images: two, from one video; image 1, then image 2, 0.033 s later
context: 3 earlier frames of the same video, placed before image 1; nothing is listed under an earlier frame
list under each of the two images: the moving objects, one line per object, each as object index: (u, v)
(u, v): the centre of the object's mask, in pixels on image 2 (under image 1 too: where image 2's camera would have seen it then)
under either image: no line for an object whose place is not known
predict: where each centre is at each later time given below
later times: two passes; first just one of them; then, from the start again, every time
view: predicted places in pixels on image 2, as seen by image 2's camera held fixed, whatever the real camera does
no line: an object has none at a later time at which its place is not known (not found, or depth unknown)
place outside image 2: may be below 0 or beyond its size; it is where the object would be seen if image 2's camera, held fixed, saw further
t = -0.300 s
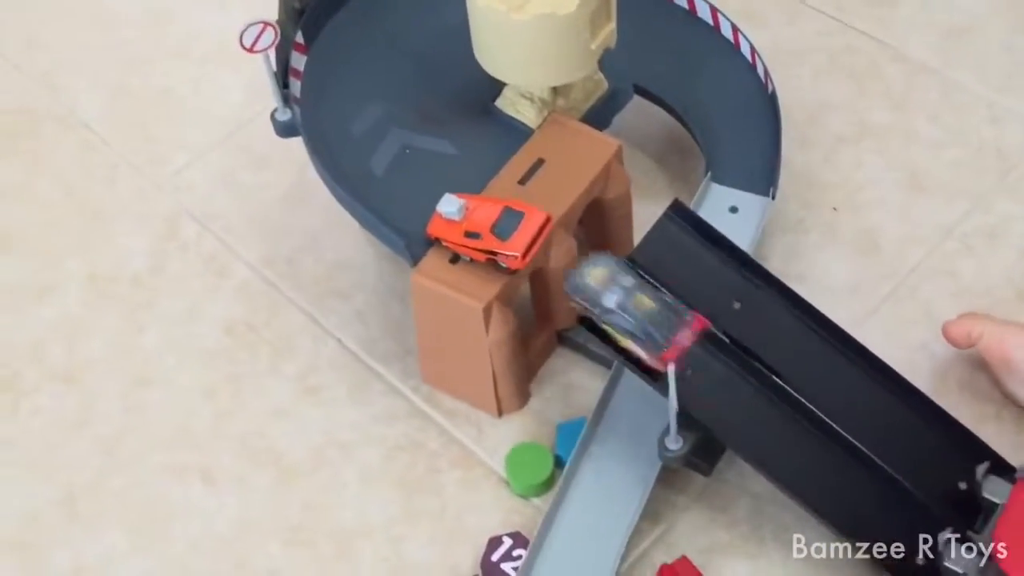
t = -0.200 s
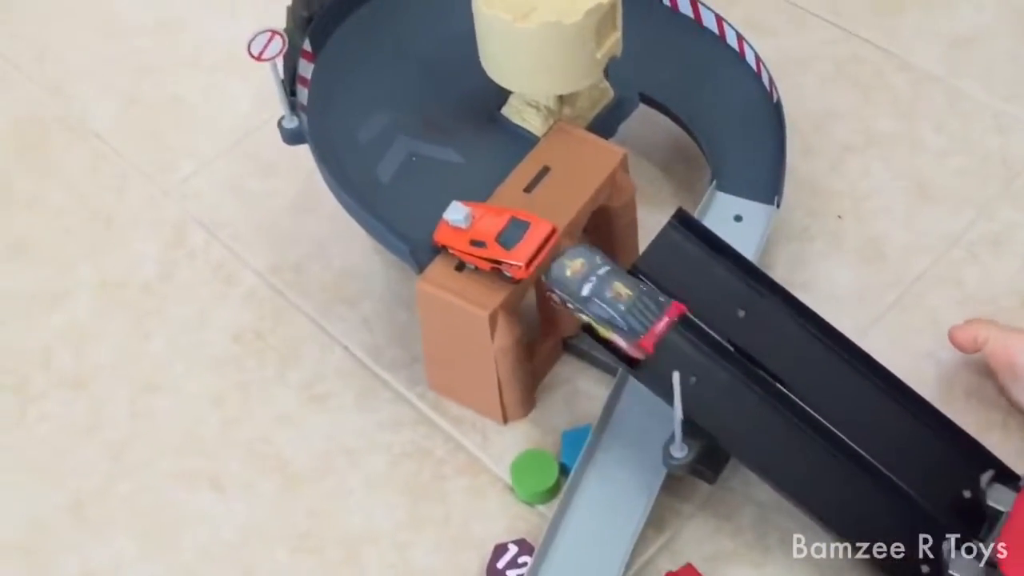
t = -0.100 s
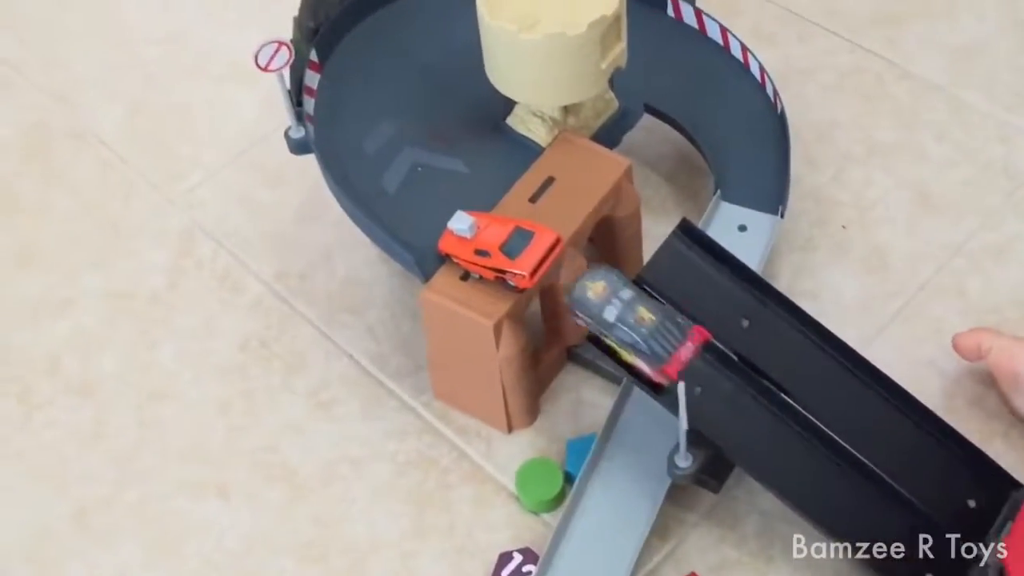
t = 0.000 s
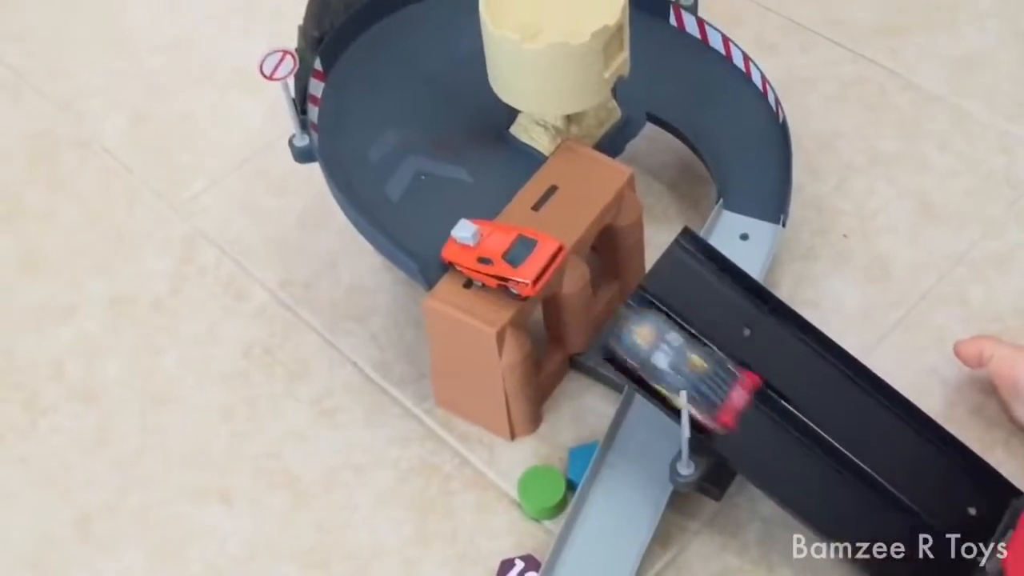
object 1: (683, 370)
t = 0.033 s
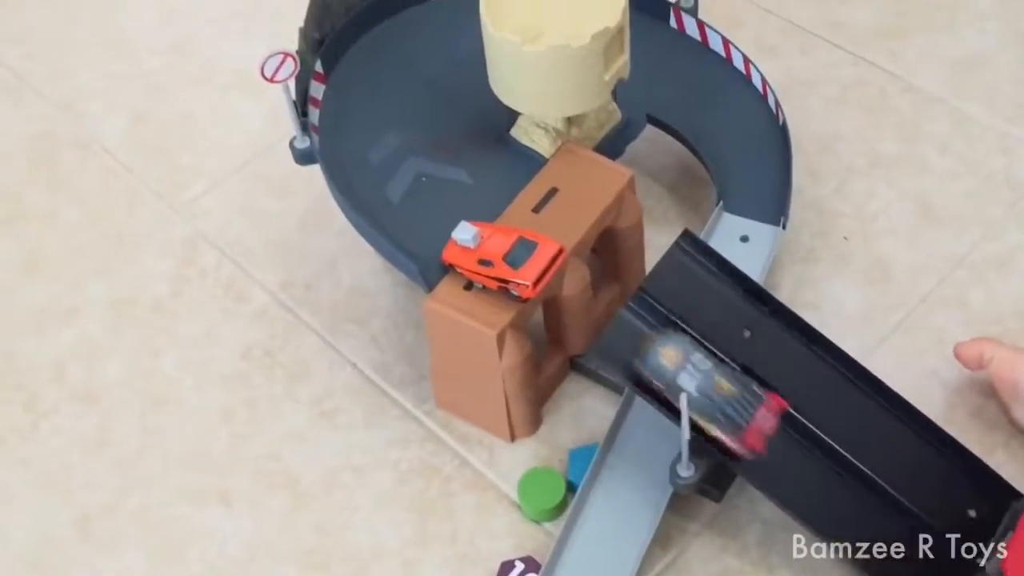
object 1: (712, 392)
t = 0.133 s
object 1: (828, 483)
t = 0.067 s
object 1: (746, 419)
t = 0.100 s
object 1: (784, 448)
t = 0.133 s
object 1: (828, 483)
